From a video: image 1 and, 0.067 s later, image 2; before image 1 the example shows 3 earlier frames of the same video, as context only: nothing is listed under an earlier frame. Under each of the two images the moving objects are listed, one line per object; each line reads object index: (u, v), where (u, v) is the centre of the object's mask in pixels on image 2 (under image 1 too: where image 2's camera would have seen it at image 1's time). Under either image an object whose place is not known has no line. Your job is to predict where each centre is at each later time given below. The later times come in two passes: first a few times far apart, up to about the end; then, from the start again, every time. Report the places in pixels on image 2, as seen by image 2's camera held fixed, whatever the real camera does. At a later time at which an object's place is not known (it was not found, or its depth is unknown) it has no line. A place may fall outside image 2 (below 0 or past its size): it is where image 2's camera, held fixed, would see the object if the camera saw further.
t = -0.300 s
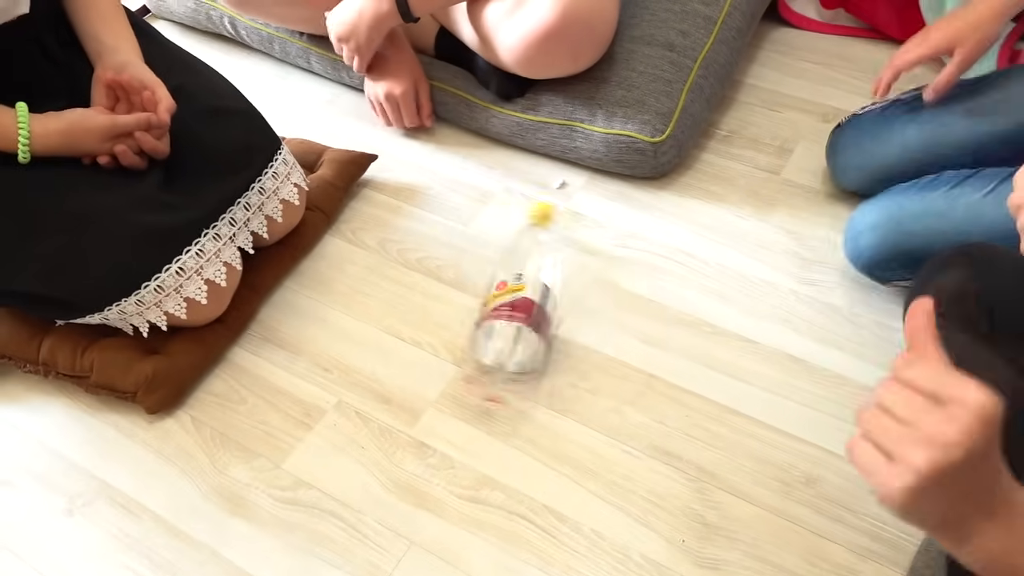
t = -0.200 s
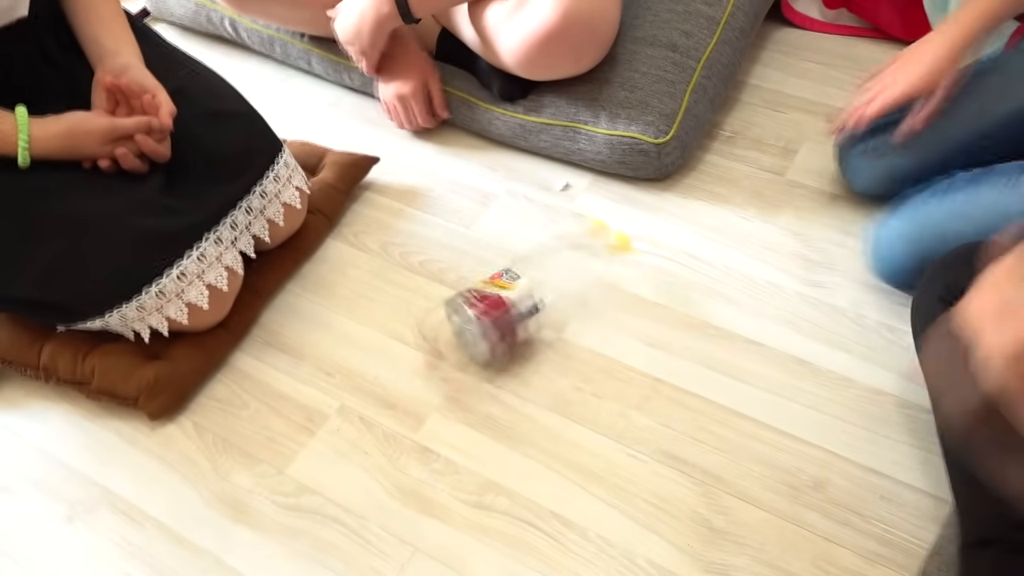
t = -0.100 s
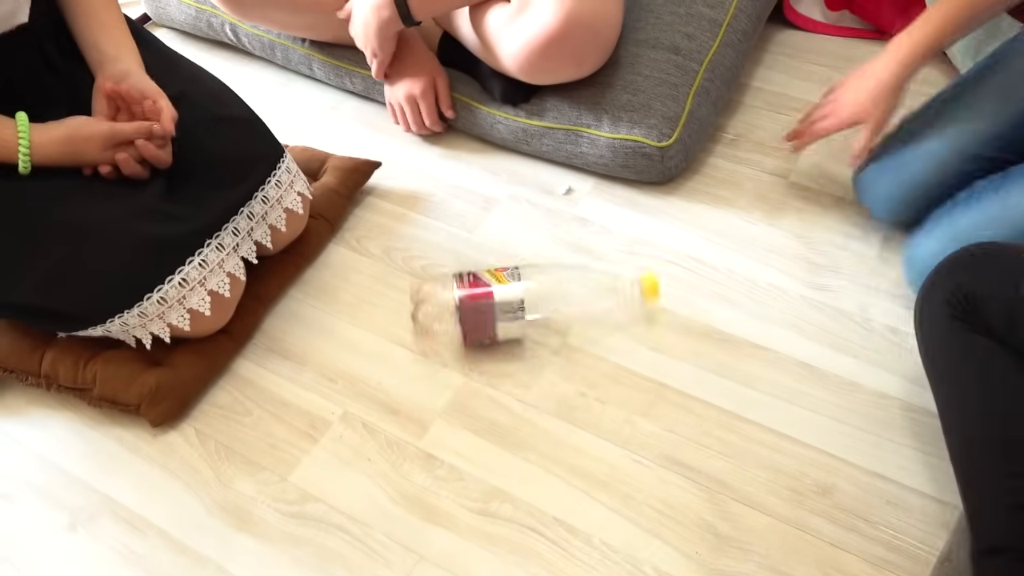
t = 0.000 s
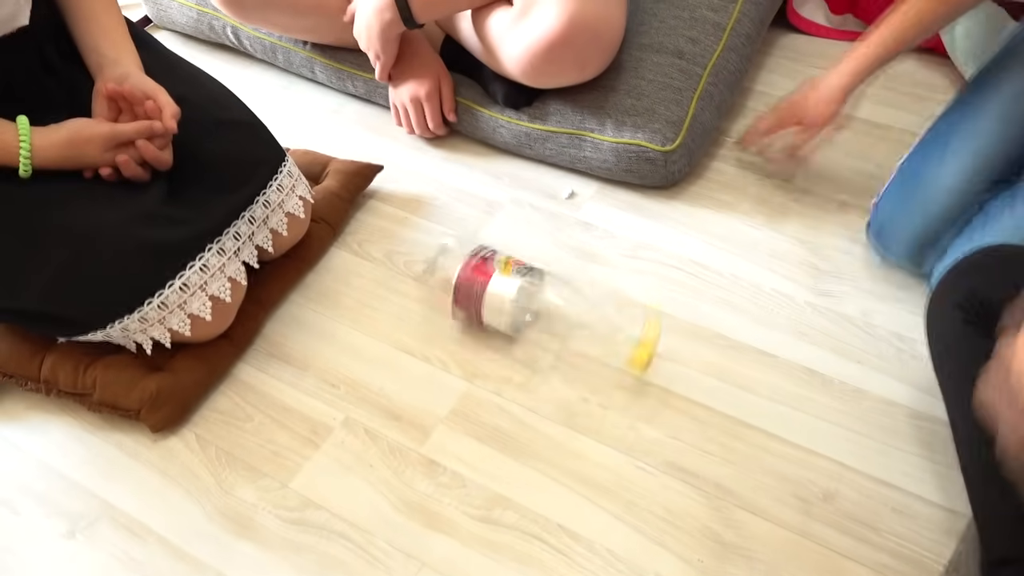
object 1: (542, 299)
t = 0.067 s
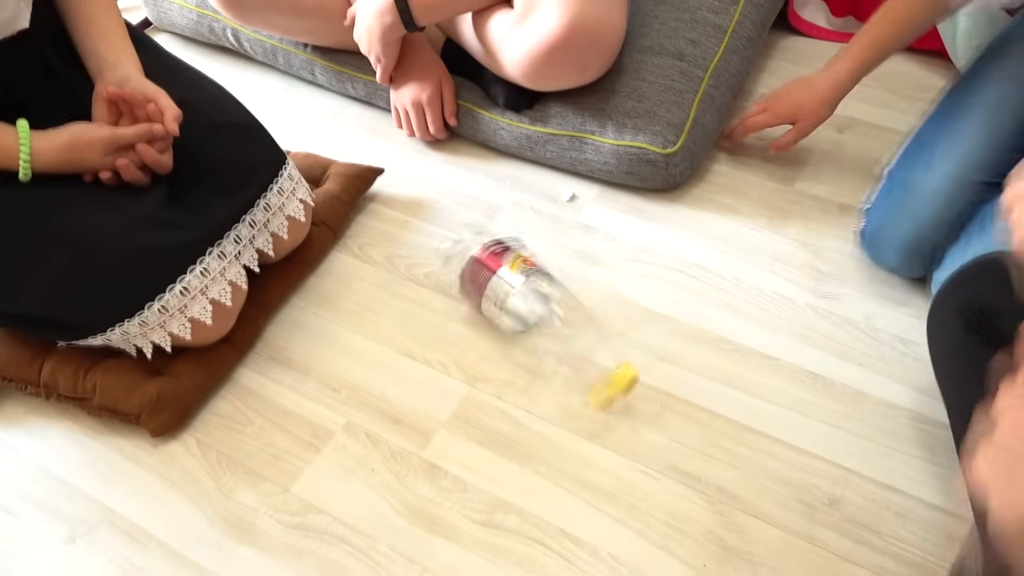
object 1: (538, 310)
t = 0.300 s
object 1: (533, 313)
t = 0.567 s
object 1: (546, 311)
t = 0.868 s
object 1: (544, 309)
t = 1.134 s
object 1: (535, 302)
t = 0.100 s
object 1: (534, 313)
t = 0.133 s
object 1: (534, 303)
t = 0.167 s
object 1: (535, 307)
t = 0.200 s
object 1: (538, 307)
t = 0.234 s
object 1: (536, 314)
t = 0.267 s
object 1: (537, 315)
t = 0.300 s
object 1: (533, 313)
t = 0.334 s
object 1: (536, 312)
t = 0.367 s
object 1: (535, 313)
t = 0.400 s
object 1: (568, 296)
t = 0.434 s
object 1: (572, 300)
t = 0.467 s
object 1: (571, 303)
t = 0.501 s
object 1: (553, 306)
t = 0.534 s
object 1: (555, 310)
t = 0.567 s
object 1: (546, 311)
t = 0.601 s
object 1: (544, 310)
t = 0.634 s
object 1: (544, 307)
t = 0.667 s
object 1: (544, 307)
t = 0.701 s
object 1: (549, 320)
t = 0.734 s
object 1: (545, 325)
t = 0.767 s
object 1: (541, 315)
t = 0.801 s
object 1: (541, 307)
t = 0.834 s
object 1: (542, 308)
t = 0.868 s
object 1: (544, 309)
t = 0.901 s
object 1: (545, 311)
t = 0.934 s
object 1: (541, 310)
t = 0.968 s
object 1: (538, 309)
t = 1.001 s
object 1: (540, 309)
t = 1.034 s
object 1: (542, 307)
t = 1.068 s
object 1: (537, 303)
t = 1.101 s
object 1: (535, 303)
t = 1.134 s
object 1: (535, 302)
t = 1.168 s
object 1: (538, 301)
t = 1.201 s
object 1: (540, 298)
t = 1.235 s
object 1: (544, 302)
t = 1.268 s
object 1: (544, 301)
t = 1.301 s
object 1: (545, 303)
